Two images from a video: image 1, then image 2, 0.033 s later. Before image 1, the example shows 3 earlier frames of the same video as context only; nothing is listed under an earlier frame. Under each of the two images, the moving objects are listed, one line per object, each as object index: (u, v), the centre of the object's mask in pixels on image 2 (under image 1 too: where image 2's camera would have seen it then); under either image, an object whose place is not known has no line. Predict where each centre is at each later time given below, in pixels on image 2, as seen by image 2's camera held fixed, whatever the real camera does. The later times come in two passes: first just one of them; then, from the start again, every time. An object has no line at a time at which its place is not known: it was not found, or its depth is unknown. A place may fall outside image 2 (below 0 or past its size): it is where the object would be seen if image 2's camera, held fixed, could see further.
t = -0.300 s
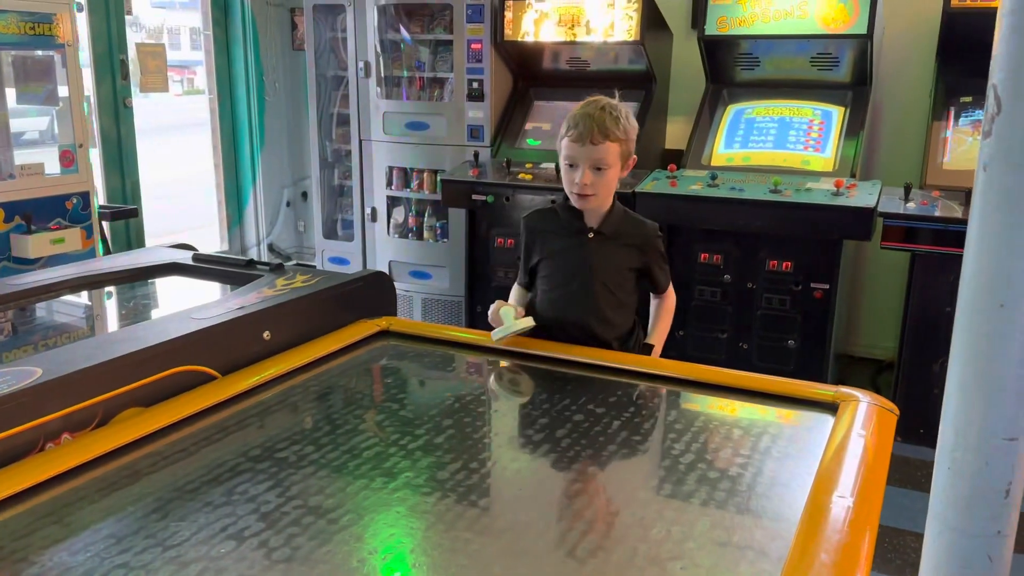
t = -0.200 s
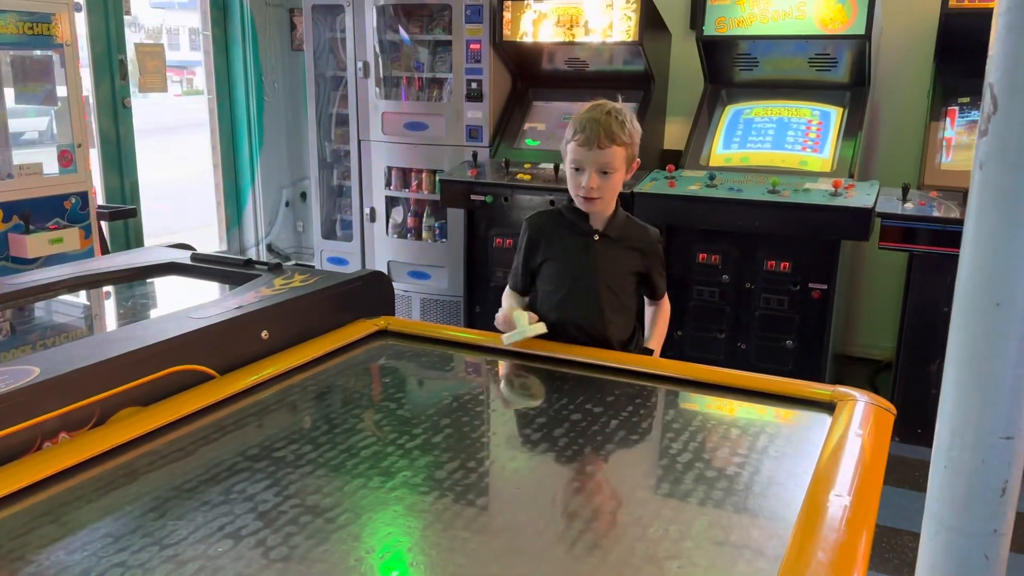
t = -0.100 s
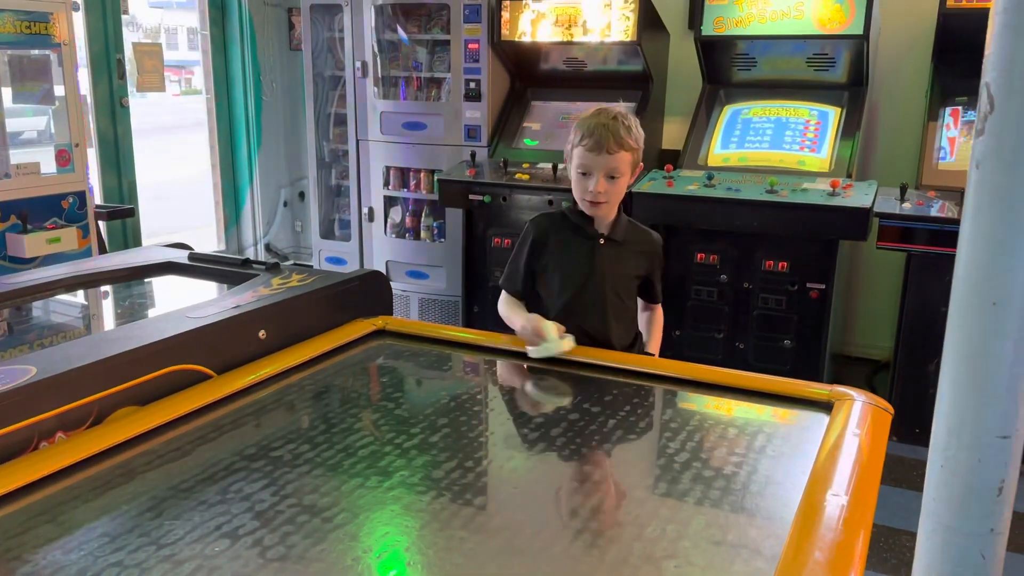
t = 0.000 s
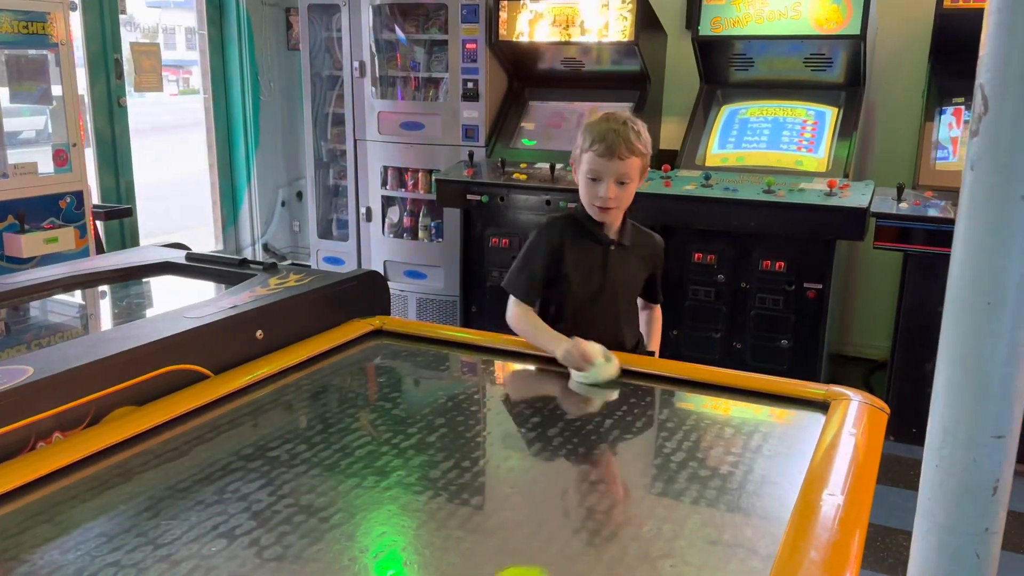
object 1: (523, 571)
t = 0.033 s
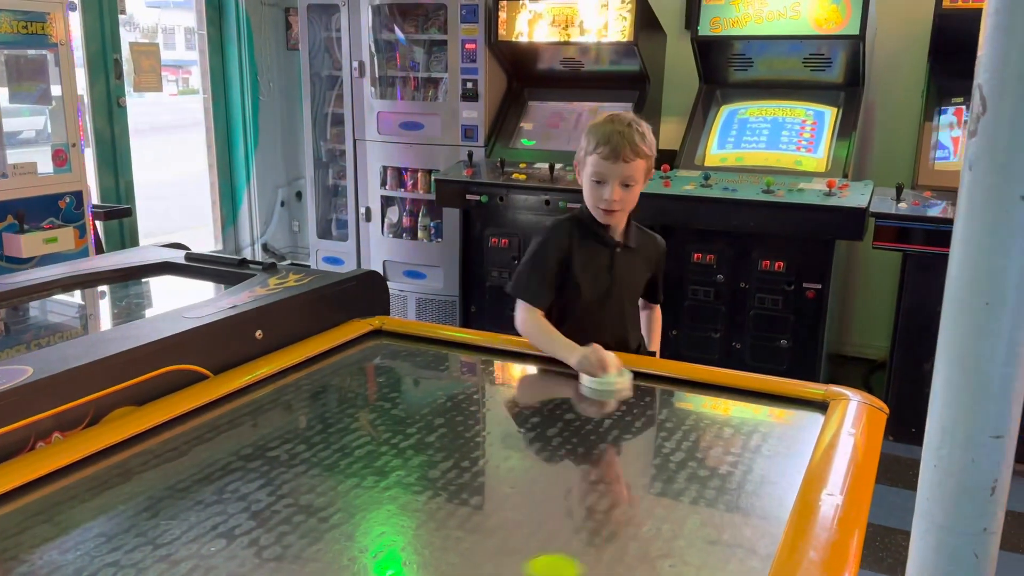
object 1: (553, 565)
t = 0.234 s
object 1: (719, 510)
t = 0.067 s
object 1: (585, 559)
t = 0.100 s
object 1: (613, 548)
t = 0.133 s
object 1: (640, 538)
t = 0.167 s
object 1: (668, 528)
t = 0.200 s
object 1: (694, 519)
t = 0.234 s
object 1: (719, 510)
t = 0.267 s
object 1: (743, 501)
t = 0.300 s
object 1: (765, 493)
